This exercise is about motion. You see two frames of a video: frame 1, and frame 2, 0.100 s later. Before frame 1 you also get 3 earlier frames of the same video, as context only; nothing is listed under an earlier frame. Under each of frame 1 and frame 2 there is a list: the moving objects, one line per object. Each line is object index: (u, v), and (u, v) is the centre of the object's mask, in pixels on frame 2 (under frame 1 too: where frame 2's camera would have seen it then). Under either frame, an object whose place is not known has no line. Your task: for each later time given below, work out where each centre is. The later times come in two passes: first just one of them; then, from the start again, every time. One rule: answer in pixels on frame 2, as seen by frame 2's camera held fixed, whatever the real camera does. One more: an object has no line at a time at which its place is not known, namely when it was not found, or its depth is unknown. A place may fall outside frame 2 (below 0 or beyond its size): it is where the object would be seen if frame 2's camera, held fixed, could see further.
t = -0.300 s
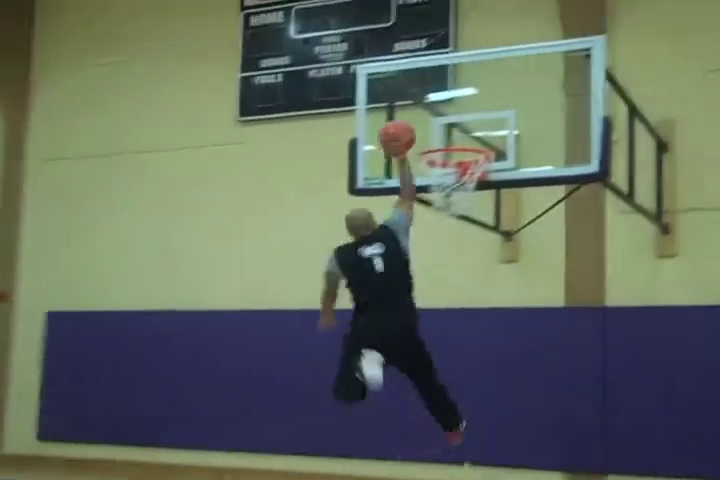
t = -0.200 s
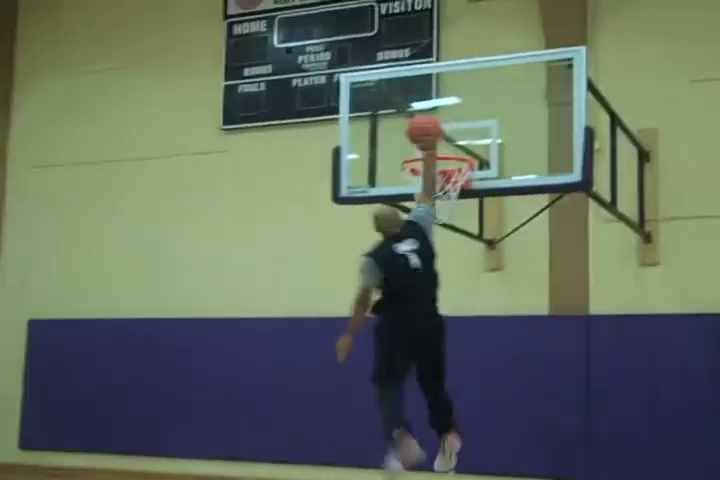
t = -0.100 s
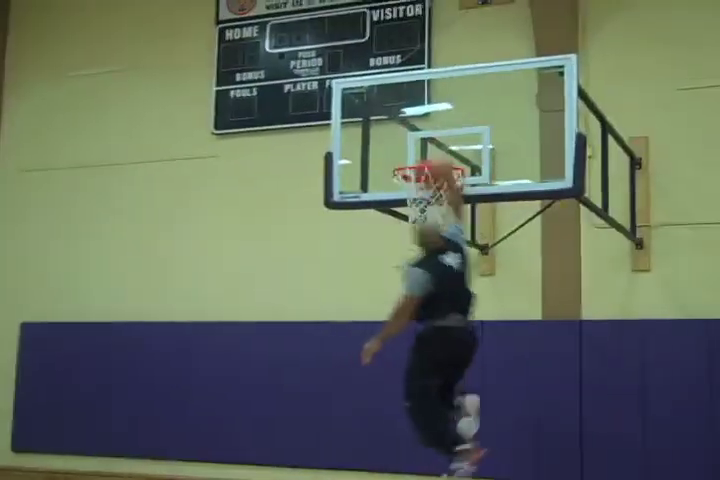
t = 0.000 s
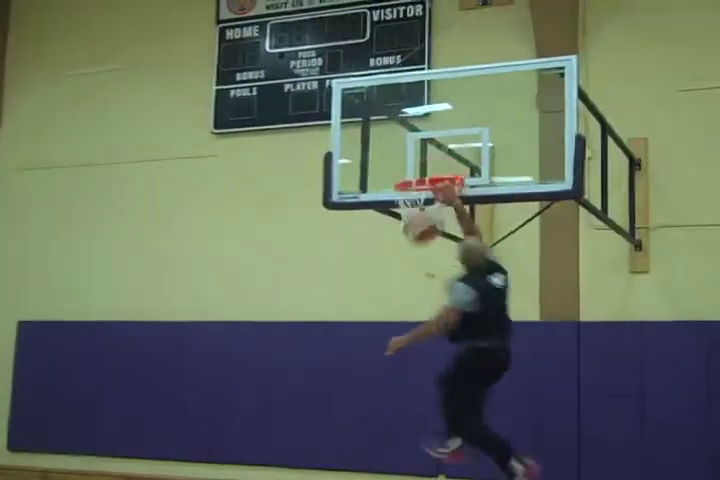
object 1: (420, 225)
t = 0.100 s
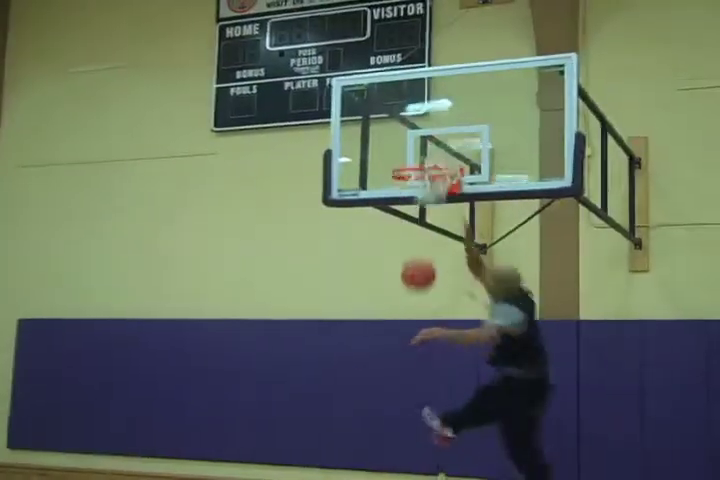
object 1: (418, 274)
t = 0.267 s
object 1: (416, 389)
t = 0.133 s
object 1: (418, 293)
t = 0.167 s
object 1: (418, 316)
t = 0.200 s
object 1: (417, 338)
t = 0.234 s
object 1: (418, 361)
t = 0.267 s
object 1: (416, 389)
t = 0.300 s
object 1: (416, 417)
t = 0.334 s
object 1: (416, 449)
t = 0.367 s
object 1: (418, 475)
